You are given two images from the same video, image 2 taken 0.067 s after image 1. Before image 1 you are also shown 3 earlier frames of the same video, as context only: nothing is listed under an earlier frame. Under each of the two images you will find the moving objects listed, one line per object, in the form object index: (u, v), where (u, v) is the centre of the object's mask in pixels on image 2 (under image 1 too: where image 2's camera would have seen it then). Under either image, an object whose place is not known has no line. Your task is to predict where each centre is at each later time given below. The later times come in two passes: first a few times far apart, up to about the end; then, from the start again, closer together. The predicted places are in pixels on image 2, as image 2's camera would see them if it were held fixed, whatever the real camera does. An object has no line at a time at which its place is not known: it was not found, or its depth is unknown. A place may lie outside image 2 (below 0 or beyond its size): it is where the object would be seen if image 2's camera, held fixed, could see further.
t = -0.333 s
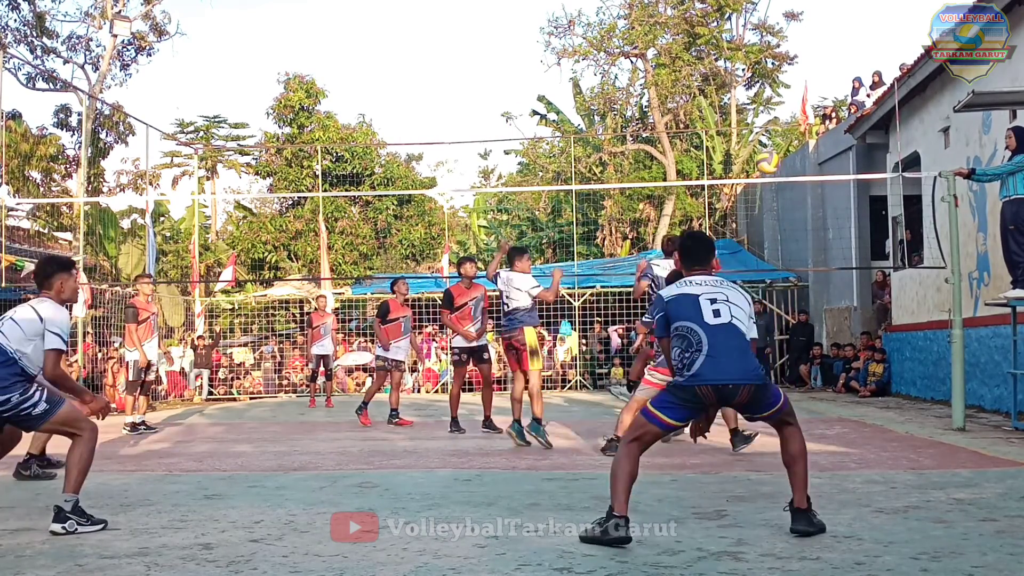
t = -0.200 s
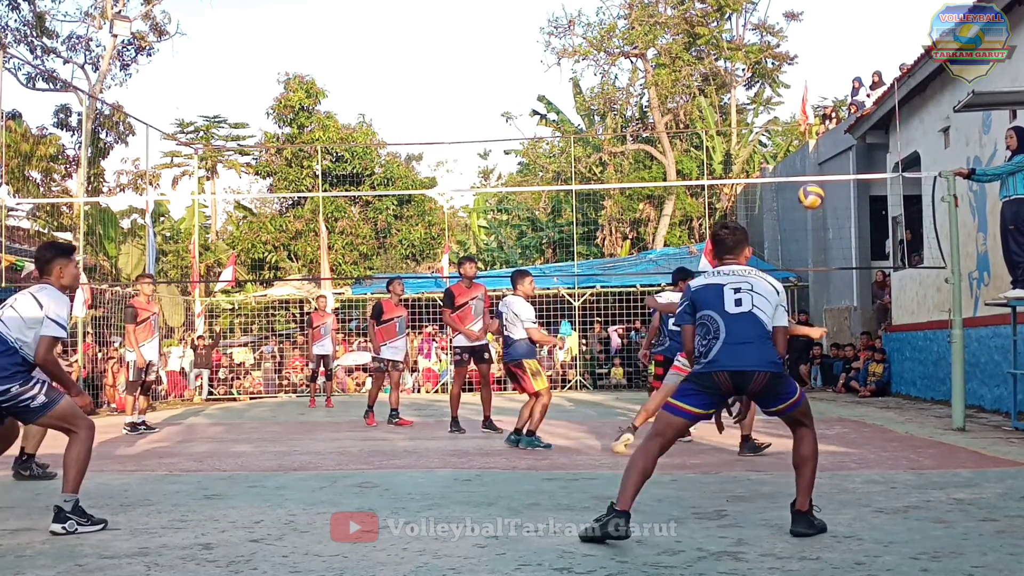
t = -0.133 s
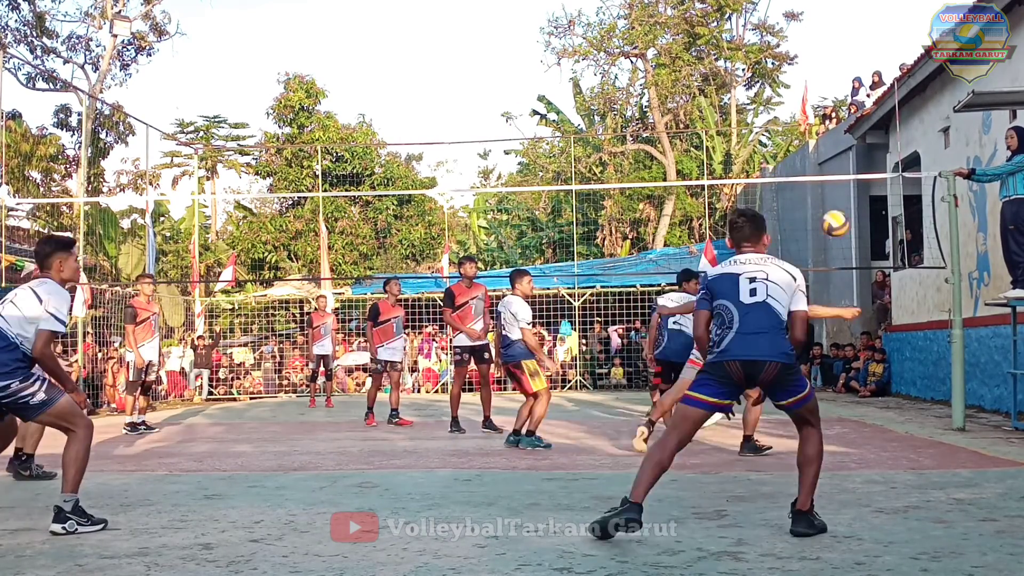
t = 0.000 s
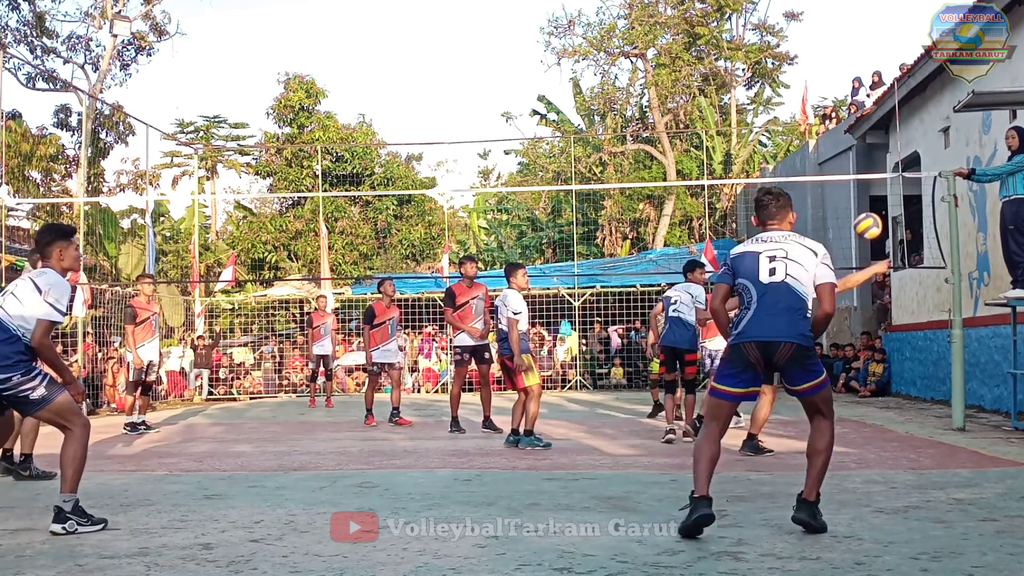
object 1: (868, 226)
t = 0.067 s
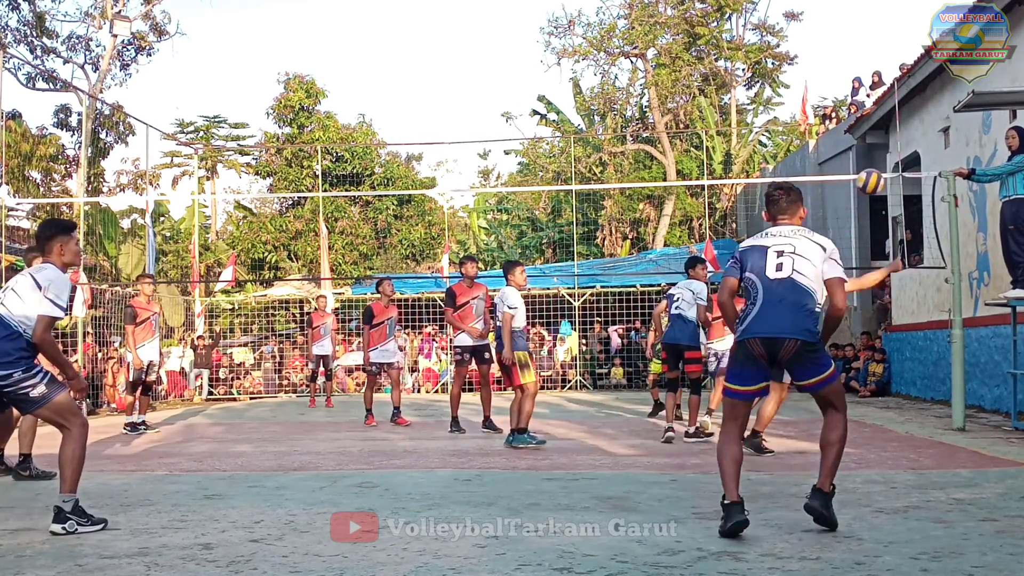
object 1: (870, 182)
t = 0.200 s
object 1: (875, 113)
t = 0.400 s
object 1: (882, 53)
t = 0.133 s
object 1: (872, 144)
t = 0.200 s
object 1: (875, 113)
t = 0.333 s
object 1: (879, 68)
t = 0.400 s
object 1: (882, 53)
